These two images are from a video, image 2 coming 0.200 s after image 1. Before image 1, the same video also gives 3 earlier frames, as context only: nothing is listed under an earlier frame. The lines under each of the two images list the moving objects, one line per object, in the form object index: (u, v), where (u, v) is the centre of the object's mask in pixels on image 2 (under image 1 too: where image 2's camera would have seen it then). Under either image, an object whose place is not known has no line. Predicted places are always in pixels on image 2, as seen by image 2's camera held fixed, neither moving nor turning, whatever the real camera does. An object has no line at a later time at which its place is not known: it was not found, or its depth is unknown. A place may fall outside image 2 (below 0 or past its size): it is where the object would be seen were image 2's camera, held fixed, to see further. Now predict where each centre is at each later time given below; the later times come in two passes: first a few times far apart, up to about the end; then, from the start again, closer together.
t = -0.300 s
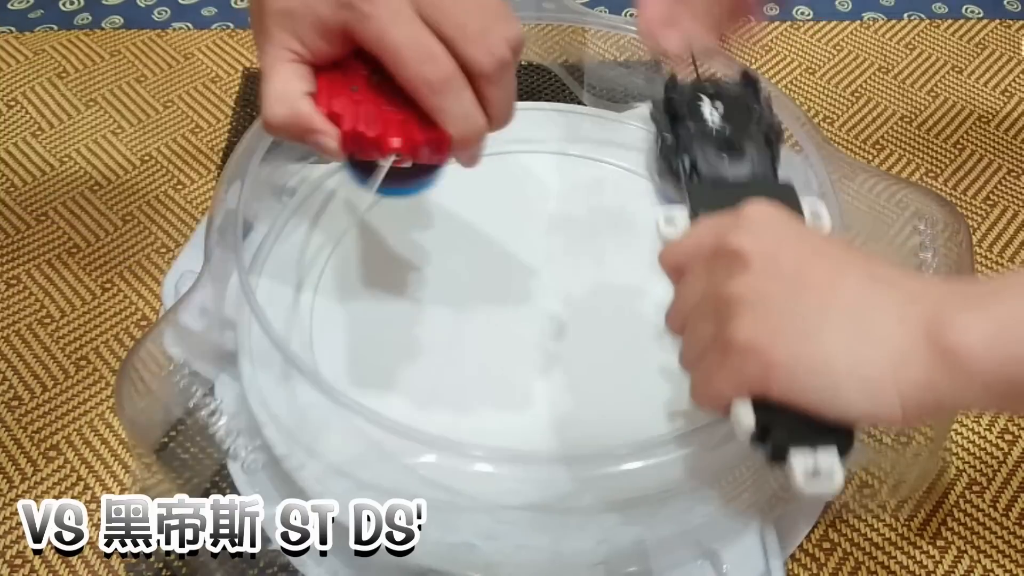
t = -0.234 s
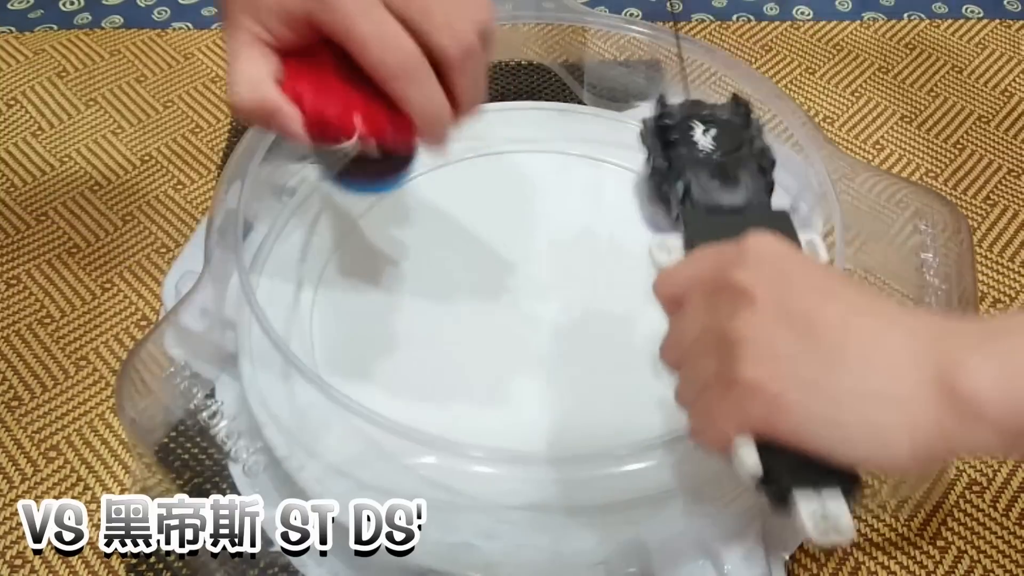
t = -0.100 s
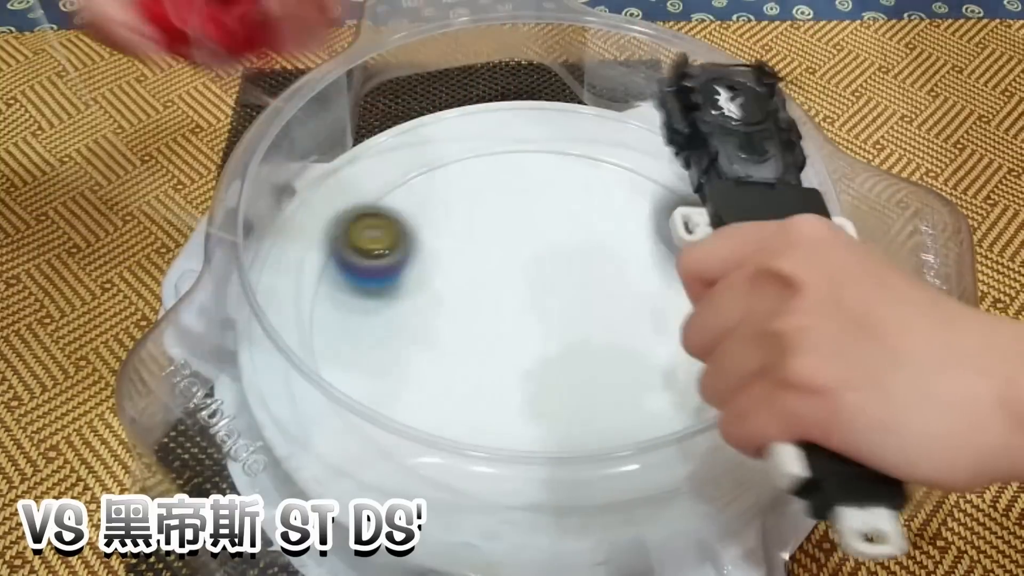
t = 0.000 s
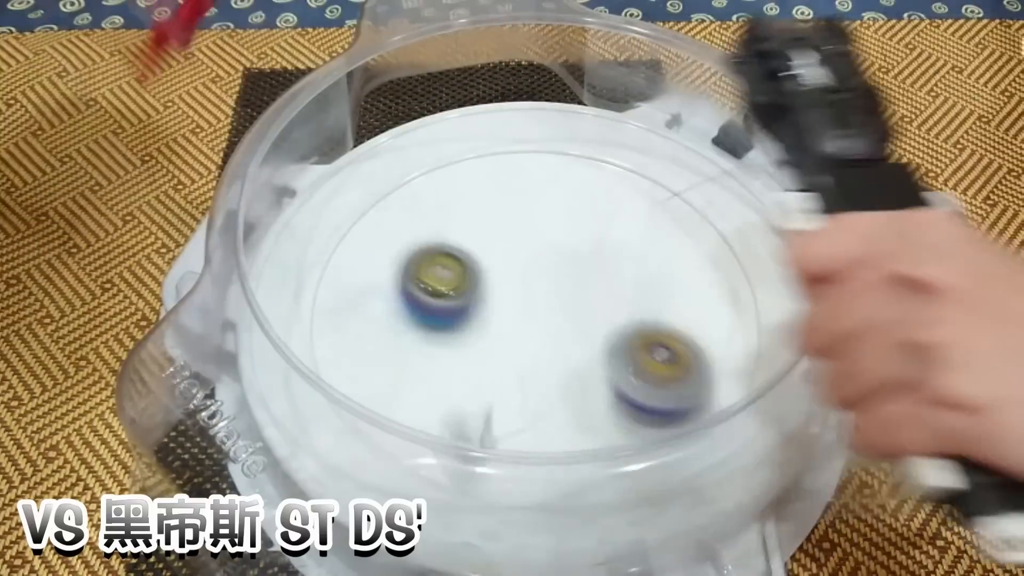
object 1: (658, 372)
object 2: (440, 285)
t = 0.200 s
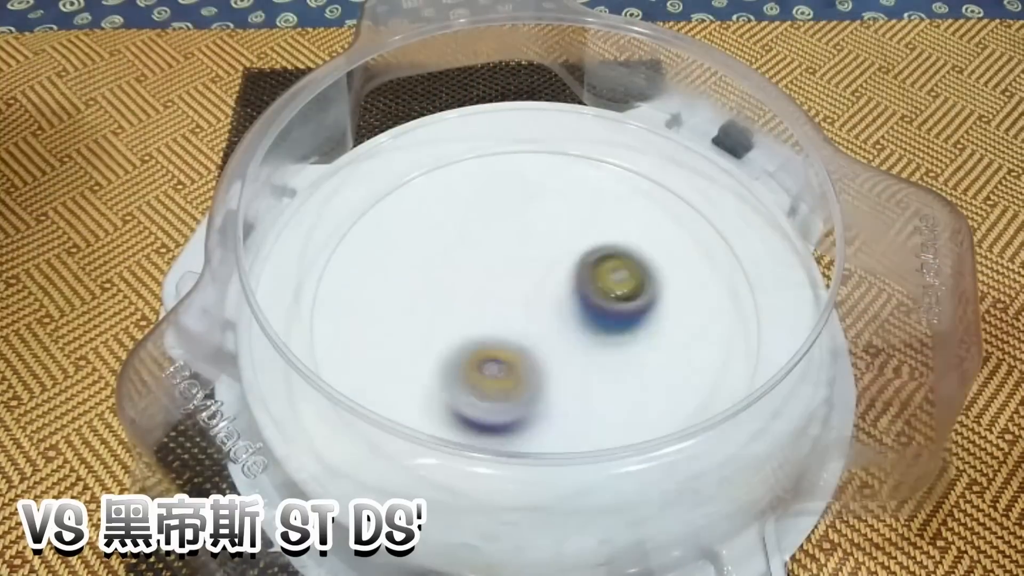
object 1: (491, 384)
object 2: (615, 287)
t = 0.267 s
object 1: (445, 370)
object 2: (655, 265)
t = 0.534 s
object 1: (499, 249)
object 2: (636, 186)
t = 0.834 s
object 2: (477, 262)
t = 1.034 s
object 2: (516, 379)
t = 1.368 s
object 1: (519, 266)
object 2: (723, 233)
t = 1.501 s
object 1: (606, 298)
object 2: (627, 101)
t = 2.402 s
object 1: (700, 246)
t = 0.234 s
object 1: (466, 378)
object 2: (638, 276)
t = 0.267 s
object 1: (445, 370)
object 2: (655, 265)
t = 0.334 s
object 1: (419, 343)
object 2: (676, 240)
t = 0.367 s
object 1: (416, 325)
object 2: (680, 228)
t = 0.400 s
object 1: (420, 308)
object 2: (679, 217)
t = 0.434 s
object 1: (433, 290)
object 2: (674, 207)
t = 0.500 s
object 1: (473, 260)
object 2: (652, 192)
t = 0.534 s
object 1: (499, 249)
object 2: (636, 186)
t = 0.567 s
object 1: (527, 240)
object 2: (617, 182)
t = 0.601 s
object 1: (539, 250)
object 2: (613, 160)
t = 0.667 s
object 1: (516, 327)
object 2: (605, 138)
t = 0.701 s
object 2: (579, 162)
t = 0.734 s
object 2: (550, 188)
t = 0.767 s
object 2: (522, 211)
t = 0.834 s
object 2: (477, 262)
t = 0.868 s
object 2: (464, 290)
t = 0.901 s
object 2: (457, 318)
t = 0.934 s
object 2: (458, 346)
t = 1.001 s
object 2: (490, 374)
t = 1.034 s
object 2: (516, 379)
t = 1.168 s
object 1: (386, 362)
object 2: (652, 368)
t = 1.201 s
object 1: (396, 342)
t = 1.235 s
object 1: (413, 323)
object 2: (712, 333)
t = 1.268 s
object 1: (436, 307)
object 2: (733, 308)
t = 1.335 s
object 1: (489, 278)
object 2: (743, 254)
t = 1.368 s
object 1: (519, 266)
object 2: (723, 233)
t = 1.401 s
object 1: (551, 257)
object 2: (701, 210)
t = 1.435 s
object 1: (582, 249)
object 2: (674, 189)
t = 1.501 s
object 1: (606, 298)
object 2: (627, 101)
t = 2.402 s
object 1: (700, 246)
